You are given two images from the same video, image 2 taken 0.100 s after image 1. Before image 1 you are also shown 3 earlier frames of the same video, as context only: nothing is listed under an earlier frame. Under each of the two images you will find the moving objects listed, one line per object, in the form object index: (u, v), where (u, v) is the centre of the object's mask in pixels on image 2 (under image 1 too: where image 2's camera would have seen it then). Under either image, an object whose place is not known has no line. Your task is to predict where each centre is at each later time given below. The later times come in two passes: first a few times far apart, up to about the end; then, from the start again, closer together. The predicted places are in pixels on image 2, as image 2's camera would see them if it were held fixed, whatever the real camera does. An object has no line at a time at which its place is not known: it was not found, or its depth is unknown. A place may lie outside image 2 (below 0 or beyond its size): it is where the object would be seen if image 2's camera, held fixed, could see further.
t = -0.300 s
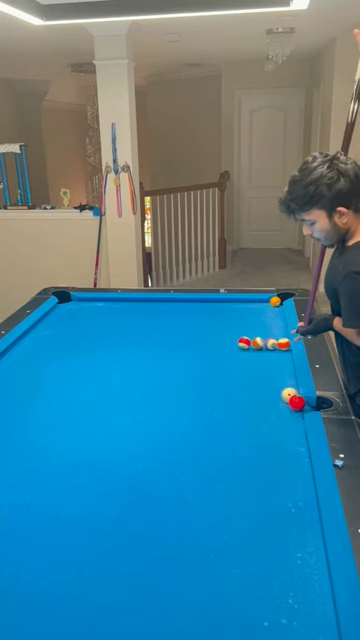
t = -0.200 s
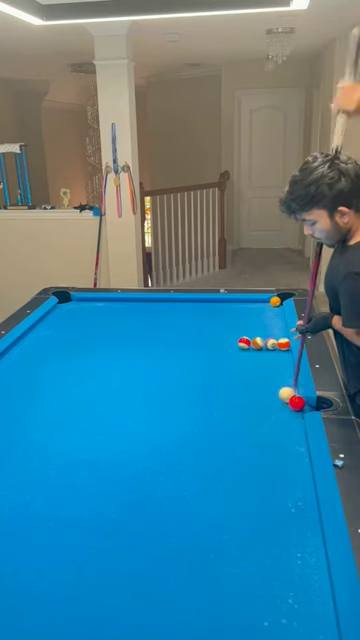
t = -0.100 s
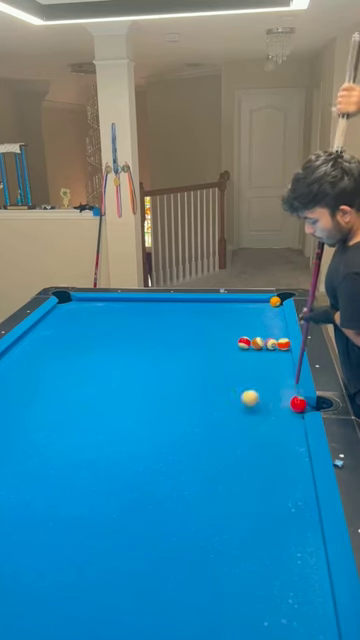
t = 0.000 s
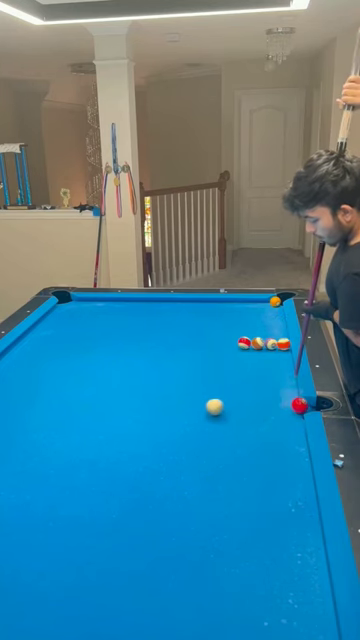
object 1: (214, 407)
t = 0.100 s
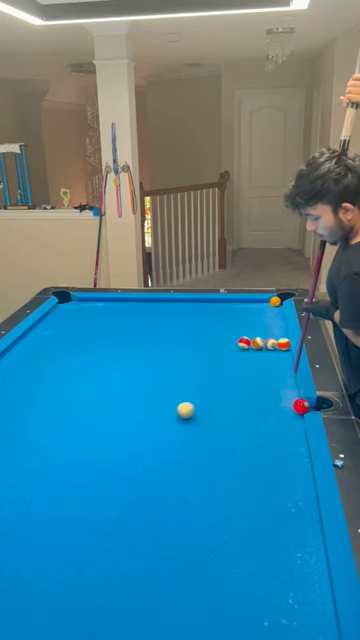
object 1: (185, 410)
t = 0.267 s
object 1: (152, 409)
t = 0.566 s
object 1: (140, 391)
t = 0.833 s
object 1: (171, 365)
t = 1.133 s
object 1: (220, 334)
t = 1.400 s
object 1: (254, 312)
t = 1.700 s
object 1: (264, 300)
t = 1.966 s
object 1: (265, 305)
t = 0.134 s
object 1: (177, 410)
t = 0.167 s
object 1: (169, 411)
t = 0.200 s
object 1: (163, 410)
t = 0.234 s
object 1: (157, 410)
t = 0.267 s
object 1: (152, 409)
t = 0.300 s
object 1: (147, 408)
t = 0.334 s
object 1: (144, 407)
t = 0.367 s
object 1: (141, 405)
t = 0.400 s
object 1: (139, 404)
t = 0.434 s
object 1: (138, 401)
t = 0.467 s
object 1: (138, 399)
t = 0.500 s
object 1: (138, 397)
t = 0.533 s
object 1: (139, 394)
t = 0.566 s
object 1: (140, 391)
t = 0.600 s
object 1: (142, 388)
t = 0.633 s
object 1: (145, 385)
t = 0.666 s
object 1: (148, 382)
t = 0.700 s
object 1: (152, 379)
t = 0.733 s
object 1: (156, 375)
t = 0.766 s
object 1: (161, 372)
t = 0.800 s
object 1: (166, 368)
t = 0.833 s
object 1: (171, 365)
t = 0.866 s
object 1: (176, 361)
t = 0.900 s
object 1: (182, 357)
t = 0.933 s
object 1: (188, 354)
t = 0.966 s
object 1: (194, 350)
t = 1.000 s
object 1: (200, 347)
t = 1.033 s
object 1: (205, 344)
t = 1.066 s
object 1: (210, 340)
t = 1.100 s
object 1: (215, 337)
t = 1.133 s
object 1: (220, 334)
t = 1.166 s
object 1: (224, 331)
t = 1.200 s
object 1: (229, 328)
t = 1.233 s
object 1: (233, 325)
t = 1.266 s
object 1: (238, 322)
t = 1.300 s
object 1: (242, 320)
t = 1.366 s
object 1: (250, 315)
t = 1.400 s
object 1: (254, 312)
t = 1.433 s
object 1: (258, 310)
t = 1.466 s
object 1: (261, 308)
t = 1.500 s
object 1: (265, 306)
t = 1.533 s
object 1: (267, 303)
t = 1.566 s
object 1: (266, 303)
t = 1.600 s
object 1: (265, 302)
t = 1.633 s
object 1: (265, 302)
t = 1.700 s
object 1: (264, 300)
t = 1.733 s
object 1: (264, 301)
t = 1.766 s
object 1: (264, 302)
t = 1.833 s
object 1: (264, 302)
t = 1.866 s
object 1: (264, 303)
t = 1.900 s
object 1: (265, 304)
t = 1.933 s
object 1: (265, 304)
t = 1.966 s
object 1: (265, 305)
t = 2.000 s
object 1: (265, 305)
